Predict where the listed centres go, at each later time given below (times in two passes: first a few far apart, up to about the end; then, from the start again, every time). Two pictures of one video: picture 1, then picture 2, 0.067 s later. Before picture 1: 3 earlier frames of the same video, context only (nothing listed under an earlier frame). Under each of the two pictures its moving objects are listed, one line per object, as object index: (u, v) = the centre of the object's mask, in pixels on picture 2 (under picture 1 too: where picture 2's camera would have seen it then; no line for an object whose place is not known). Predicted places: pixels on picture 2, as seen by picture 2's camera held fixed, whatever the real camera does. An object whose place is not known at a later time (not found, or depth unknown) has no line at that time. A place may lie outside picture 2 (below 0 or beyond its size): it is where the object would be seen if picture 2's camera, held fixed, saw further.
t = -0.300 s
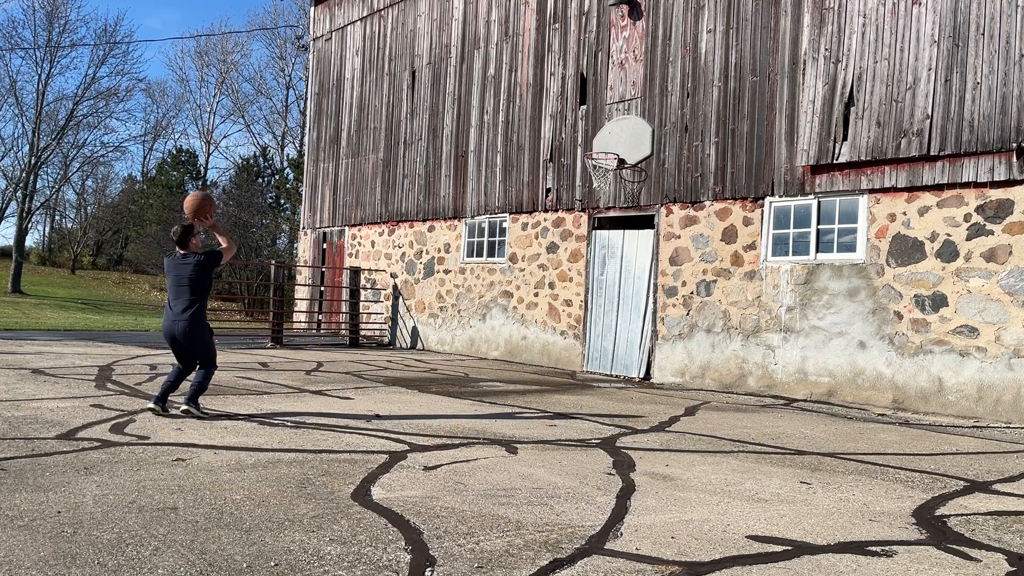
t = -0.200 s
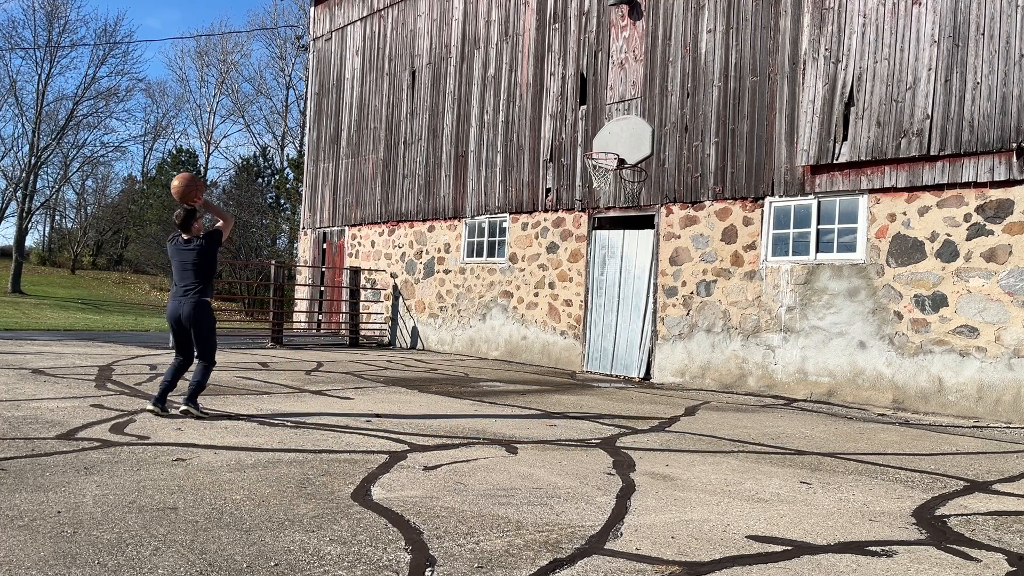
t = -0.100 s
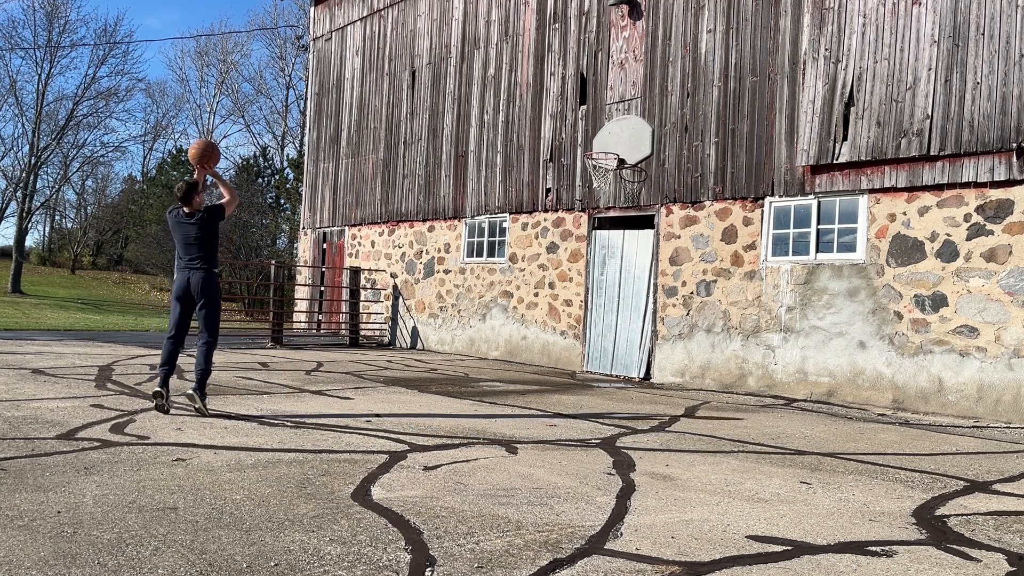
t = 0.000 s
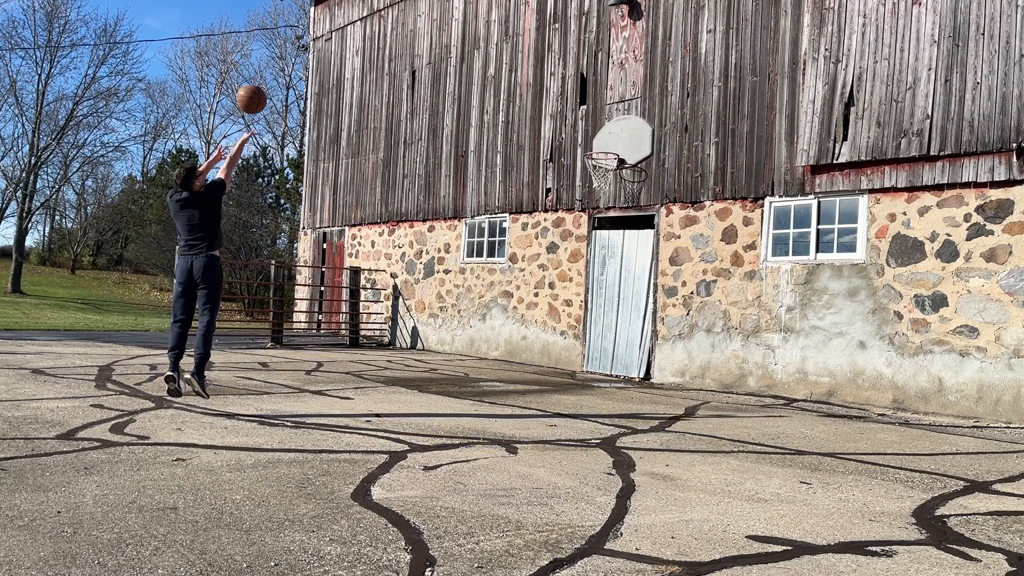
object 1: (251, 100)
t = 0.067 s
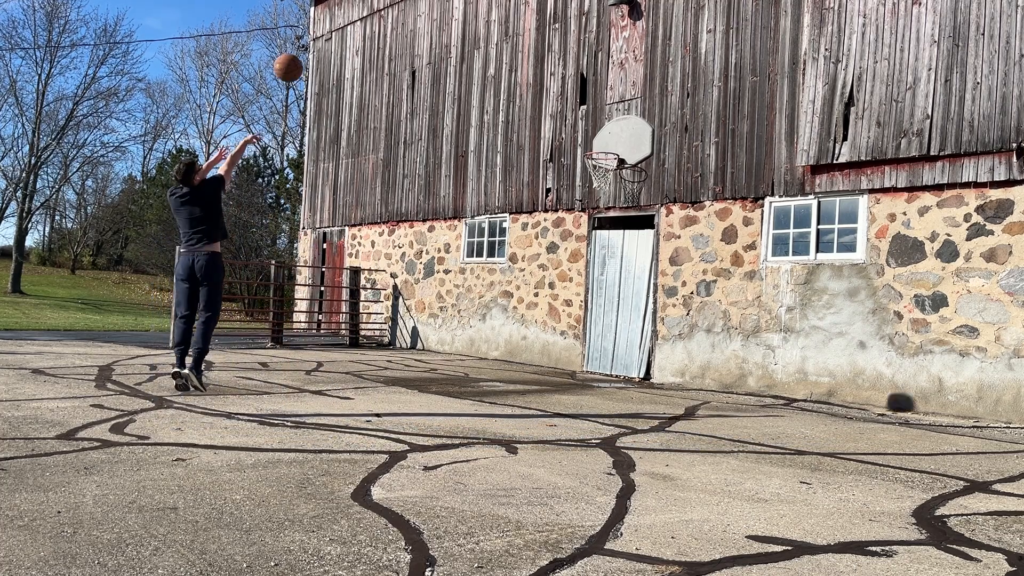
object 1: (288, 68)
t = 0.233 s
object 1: (368, 20)
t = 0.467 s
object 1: (455, 8)
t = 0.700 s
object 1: (521, 40)
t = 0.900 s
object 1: (566, 97)
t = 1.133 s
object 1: (602, 157)
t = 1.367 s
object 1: (595, 178)
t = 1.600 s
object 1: (588, 222)
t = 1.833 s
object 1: (581, 300)
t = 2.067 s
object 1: (579, 336)
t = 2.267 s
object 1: (576, 291)
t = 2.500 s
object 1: (570, 276)
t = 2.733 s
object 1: (560, 297)
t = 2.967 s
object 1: (549, 355)
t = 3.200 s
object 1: (550, 321)
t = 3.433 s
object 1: (550, 308)
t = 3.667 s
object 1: (549, 331)
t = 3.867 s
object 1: (549, 350)
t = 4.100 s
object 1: (551, 326)
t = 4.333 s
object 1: (553, 336)
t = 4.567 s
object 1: (554, 349)
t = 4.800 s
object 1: (557, 337)
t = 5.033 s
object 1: (559, 362)
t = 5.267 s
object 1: (562, 344)
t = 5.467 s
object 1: (563, 357)
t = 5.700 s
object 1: (566, 351)
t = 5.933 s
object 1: (568, 361)
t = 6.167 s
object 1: (569, 359)
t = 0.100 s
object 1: (305, 55)
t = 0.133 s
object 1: (322, 44)
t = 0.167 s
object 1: (338, 35)
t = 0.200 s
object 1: (353, 27)
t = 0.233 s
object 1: (368, 20)
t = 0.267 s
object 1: (381, 14)
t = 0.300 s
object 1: (395, 11)
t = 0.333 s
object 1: (408, 9)
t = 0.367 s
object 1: (421, 8)
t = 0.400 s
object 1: (432, 8)
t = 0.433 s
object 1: (444, 8)
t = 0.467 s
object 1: (455, 8)
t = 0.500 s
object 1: (465, 9)
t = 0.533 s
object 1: (475, 11)
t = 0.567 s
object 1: (485, 15)
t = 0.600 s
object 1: (494, 20)
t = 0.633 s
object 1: (504, 26)
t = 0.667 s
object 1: (512, 33)
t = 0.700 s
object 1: (521, 40)
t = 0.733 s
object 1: (529, 48)
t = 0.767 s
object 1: (537, 57)
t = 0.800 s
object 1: (545, 66)
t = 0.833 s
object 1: (552, 76)
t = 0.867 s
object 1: (559, 86)
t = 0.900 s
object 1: (566, 97)
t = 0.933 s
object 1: (572, 108)
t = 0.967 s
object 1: (579, 120)
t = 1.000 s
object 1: (585, 132)
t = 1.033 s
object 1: (591, 145)
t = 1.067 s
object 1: (596, 150)
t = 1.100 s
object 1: (600, 155)
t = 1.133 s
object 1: (602, 157)
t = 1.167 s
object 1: (602, 156)
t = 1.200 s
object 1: (603, 157)
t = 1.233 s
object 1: (603, 160)
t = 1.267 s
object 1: (601, 164)
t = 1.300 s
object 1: (599, 167)
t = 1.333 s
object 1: (598, 174)
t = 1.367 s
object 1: (595, 178)
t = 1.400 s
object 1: (595, 185)
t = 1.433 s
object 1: (594, 187)
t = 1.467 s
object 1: (593, 192)
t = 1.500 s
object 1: (592, 199)
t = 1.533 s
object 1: (590, 205)
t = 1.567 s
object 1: (590, 213)
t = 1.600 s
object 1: (588, 222)
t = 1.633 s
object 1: (587, 231)
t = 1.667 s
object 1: (586, 241)
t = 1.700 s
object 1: (586, 251)
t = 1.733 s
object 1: (584, 262)
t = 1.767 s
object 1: (583, 274)
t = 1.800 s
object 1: (582, 287)
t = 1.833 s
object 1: (581, 300)
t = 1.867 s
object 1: (580, 314)
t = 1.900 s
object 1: (579, 329)
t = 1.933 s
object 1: (577, 344)
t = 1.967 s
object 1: (576, 360)
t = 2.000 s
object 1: (576, 359)
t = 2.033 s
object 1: (578, 347)
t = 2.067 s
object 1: (579, 336)
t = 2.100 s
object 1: (580, 325)
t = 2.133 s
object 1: (579, 317)
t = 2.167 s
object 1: (579, 309)
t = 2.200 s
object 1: (578, 302)
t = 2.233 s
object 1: (577, 296)
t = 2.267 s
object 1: (576, 291)
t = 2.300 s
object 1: (575, 287)
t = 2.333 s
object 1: (574, 283)
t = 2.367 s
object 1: (574, 280)
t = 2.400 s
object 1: (572, 277)
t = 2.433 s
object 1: (571, 276)
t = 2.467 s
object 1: (570, 276)
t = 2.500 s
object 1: (570, 276)
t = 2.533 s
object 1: (568, 277)
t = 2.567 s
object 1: (567, 278)
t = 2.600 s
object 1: (566, 281)
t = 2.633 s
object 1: (565, 284)
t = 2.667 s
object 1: (563, 288)
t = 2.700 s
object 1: (562, 293)
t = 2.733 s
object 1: (560, 297)
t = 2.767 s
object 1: (558, 303)
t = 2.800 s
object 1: (557, 310)
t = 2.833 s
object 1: (555, 317)
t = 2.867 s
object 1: (554, 326)
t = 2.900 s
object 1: (552, 334)
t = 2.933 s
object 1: (551, 344)
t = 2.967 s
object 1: (549, 355)
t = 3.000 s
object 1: (548, 362)
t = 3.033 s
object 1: (549, 353)
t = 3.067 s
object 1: (549, 345)
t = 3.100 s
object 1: (549, 338)
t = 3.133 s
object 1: (550, 332)
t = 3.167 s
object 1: (550, 326)
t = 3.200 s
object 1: (550, 321)
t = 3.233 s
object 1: (550, 317)
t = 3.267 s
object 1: (550, 314)
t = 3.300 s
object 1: (550, 311)
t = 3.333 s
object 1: (550, 309)
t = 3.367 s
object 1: (550, 308)
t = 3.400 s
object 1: (551, 308)
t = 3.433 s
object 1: (550, 308)
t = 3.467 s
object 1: (551, 309)
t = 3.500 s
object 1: (550, 311)
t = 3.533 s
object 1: (550, 313)
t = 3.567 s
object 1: (550, 317)
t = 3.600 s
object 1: (550, 321)
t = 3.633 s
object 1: (549, 325)
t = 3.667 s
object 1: (549, 331)
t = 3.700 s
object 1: (549, 337)
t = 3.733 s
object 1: (549, 344)
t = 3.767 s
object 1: (548, 352)
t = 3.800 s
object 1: (547, 360)
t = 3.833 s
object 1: (548, 357)
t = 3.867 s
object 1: (549, 350)
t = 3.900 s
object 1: (549, 345)
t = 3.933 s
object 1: (549, 340)
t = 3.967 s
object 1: (550, 335)
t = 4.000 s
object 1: (550, 332)
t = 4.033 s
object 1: (551, 329)
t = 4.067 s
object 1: (551, 327)
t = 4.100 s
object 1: (551, 326)
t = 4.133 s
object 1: (552, 325)
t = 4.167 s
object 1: (552, 325)
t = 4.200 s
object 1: (552, 326)
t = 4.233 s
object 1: (552, 327)
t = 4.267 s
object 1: (552, 329)
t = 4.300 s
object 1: (552, 333)
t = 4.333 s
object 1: (553, 336)
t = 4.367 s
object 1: (553, 341)
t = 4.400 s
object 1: (553, 346)
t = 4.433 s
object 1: (553, 352)
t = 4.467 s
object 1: (553, 359)
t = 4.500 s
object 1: (553, 359)
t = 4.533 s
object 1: (554, 354)
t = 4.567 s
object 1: (554, 349)
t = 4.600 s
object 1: (555, 345)
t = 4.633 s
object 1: (555, 342)
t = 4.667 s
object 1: (556, 340)
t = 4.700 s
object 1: (556, 338)
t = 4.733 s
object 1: (557, 337)
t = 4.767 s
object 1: (557, 337)
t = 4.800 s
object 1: (557, 337)
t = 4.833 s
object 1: (558, 338)
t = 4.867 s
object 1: (558, 340)
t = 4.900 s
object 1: (558, 343)
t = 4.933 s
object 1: (558, 347)
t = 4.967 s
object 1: (559, 351)
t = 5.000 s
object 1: (559, 356)
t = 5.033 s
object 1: (559, 362)
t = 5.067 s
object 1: (559, 358)
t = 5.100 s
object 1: (560, 354)
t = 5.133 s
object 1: (560, 350)
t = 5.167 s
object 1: (561, 348)
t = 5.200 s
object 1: (561, 346)
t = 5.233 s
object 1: (562, 345)
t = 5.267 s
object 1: (562, 344)
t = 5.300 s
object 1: (562, 344)
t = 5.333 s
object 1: (562, 345)
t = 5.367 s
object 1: (563, 347)
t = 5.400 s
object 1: (563, 349)
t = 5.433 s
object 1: (563, 353)
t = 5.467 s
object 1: (563, 357)
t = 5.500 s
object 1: (563, 361)
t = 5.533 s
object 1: (564, 360)
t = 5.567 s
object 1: (564, 357)
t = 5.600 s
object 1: (565, 354)
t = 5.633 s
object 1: (565, 352)
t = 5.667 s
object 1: (566, 351)
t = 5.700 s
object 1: (566, 351)
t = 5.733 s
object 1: (567, 351)
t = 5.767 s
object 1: (567, 352)
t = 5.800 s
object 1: (567, 353)
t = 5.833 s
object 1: (567, 356)
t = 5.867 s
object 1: (568, 359)
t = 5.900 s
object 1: (568, 363)
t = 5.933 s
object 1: (568, 361)
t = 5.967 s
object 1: (568, 358)
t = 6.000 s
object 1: (569, 356)
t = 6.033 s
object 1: (569, 355)
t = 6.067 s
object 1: (569, 355)
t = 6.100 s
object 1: (569, 355)
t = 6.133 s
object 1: (569, 357)
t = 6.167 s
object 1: (569, 359)
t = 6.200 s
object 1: (569, 361)
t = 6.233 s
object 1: (569, 364)
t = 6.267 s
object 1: (569, 361)
